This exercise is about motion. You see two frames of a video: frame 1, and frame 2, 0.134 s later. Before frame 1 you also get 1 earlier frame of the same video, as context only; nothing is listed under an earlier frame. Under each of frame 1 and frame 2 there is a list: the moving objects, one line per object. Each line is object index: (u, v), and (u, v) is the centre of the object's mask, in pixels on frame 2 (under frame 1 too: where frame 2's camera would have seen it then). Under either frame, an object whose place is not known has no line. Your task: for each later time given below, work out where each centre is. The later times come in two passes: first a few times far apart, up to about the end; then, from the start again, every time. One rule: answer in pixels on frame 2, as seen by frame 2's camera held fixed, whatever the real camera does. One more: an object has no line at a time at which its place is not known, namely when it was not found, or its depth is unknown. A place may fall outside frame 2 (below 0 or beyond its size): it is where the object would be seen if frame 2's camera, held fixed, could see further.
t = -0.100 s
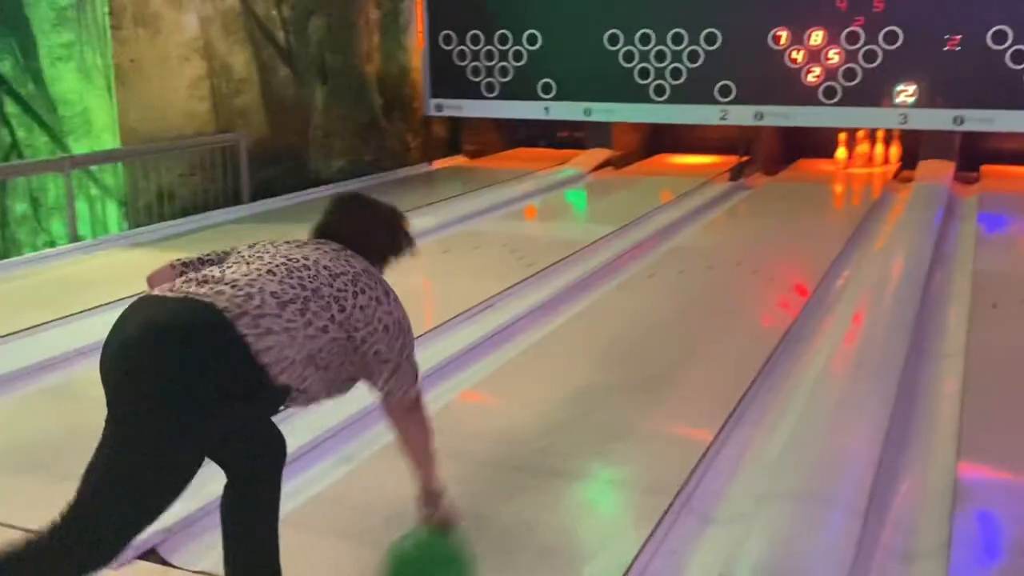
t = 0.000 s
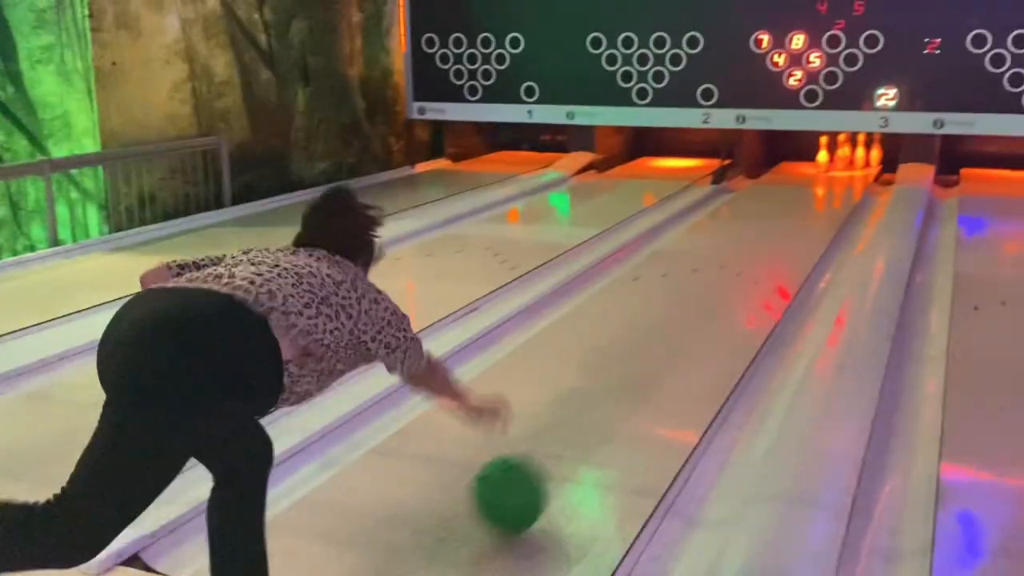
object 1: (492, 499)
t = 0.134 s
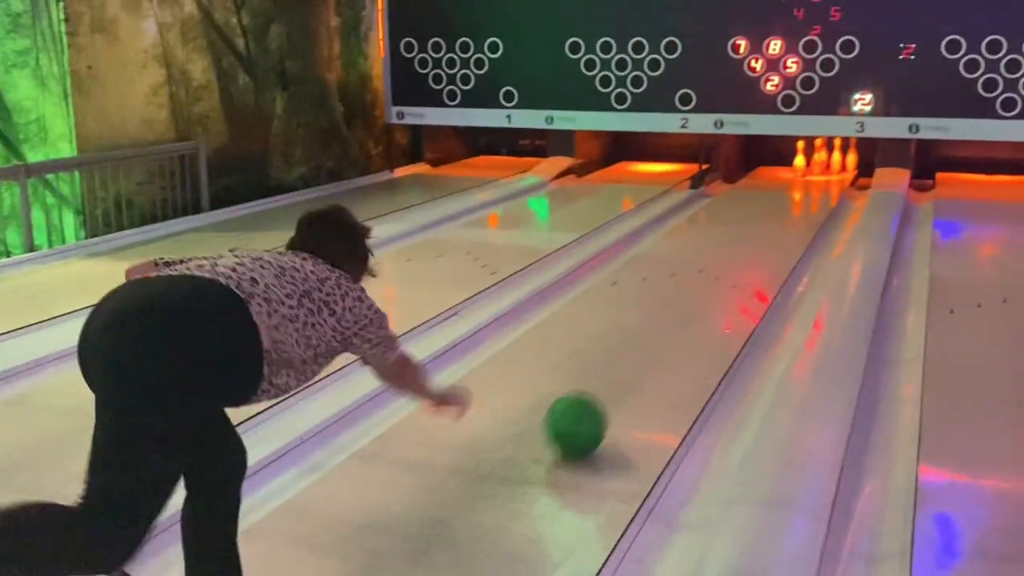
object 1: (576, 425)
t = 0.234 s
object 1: (620, 382)
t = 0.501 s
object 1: (696, 308)
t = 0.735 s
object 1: (734, 272)
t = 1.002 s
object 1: (761, 245)
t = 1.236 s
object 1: (779, 226)
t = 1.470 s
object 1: (794, 211)
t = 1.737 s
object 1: (807, 196)
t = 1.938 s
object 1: (815, 186)
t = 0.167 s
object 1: (592, 409)
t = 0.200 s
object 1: (607, 395)
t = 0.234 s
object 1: (620, 382)
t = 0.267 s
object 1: (632, 370)
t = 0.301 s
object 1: (644, 359)
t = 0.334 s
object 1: (654, 349)
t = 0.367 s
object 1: (664, 339)
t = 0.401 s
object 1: (673, 330)
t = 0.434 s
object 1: (681, 323)
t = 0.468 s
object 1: (689, 316)
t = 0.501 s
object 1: (696, 308)
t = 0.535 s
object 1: (703, 302)
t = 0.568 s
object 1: (709, 296)
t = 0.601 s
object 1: (715, 291)
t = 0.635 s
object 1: (720, 286)
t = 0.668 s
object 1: (725, 281)
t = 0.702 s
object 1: (730, 277)
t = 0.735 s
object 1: (734, 272)
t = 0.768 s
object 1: (738, 268)
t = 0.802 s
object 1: (742, 264)
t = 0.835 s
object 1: (745, 261)
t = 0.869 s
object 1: (749, 257)
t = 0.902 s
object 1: (752, 254)
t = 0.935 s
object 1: (755, 251)
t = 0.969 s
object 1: (758, 248)
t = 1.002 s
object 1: (761, 245)
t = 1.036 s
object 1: (764, 242)
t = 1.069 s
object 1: (766, 239)
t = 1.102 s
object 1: (769, 236)
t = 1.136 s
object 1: (772, 234)
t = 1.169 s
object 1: (774, 231)
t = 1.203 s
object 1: (777, 228)
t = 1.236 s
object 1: (779, 226)
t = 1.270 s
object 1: (781, 224)
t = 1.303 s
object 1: (783, 221)
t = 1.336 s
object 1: (785, 219)
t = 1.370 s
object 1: (788, 217)
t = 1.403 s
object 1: (790, 215)
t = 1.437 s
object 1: (791, 213)
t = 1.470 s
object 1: (794, 211)
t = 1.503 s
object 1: (795, 209)
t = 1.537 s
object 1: (797, 207)
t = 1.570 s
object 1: (799, 205)
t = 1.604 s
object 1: (800, 203)
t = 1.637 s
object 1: (802, 201)
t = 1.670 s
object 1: (804, 199)
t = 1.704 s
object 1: (805, 198)
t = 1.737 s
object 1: (807, 196)
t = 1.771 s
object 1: (809, 194)
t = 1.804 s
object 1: (810, 192)
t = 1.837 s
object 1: (811, 191)
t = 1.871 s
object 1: (813, 189)
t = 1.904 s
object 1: (814, 188)
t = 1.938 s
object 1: (815, 186)
